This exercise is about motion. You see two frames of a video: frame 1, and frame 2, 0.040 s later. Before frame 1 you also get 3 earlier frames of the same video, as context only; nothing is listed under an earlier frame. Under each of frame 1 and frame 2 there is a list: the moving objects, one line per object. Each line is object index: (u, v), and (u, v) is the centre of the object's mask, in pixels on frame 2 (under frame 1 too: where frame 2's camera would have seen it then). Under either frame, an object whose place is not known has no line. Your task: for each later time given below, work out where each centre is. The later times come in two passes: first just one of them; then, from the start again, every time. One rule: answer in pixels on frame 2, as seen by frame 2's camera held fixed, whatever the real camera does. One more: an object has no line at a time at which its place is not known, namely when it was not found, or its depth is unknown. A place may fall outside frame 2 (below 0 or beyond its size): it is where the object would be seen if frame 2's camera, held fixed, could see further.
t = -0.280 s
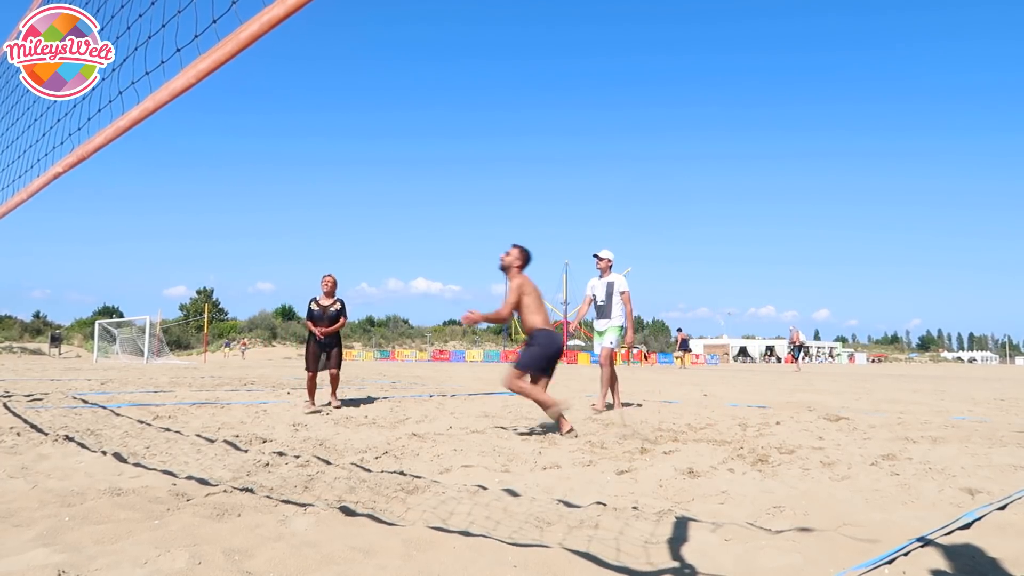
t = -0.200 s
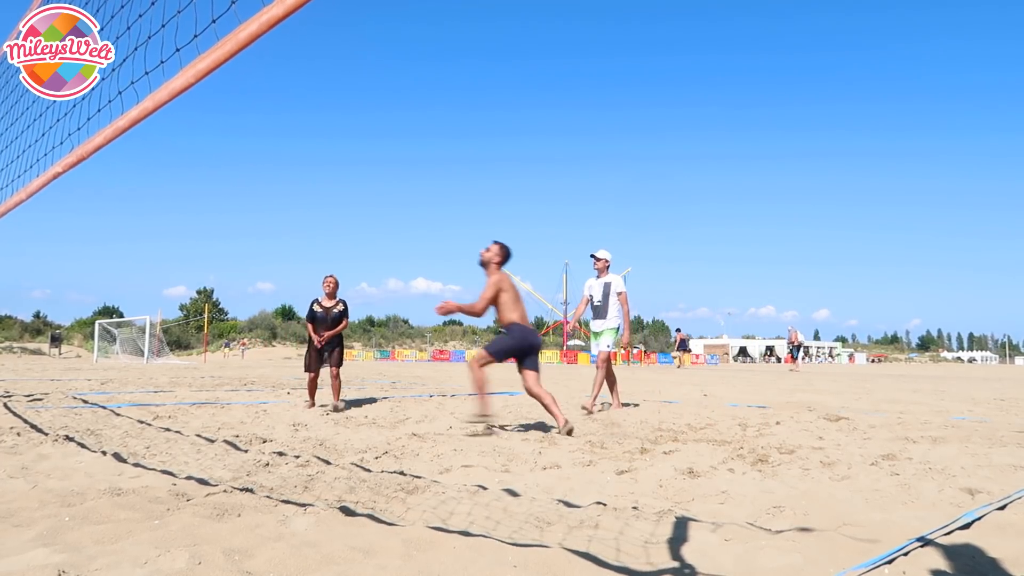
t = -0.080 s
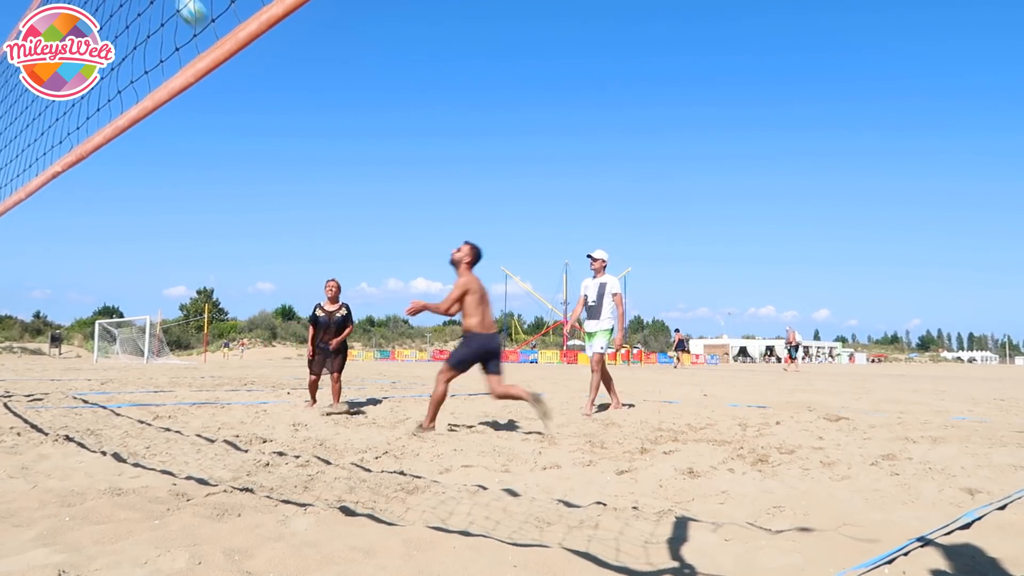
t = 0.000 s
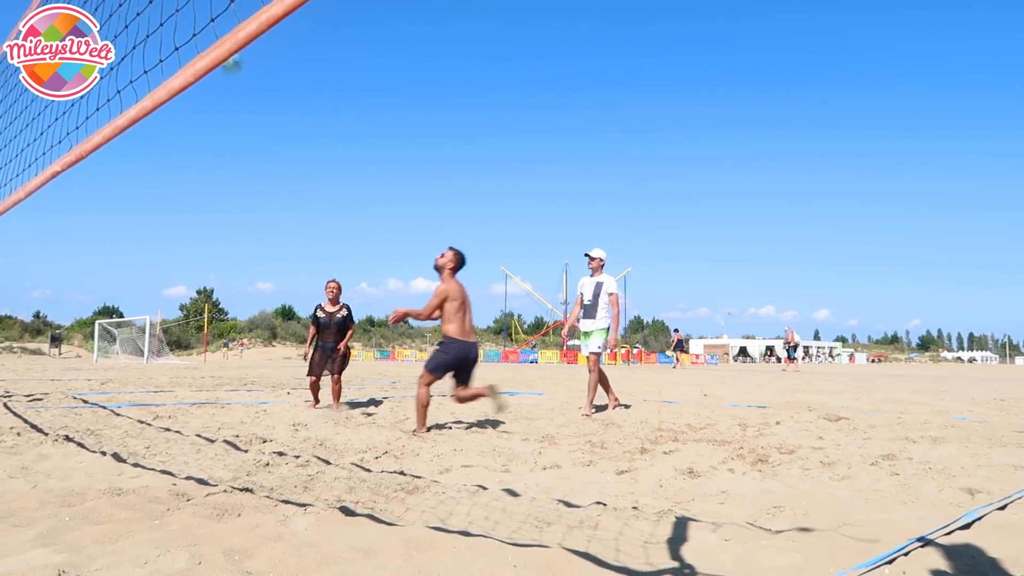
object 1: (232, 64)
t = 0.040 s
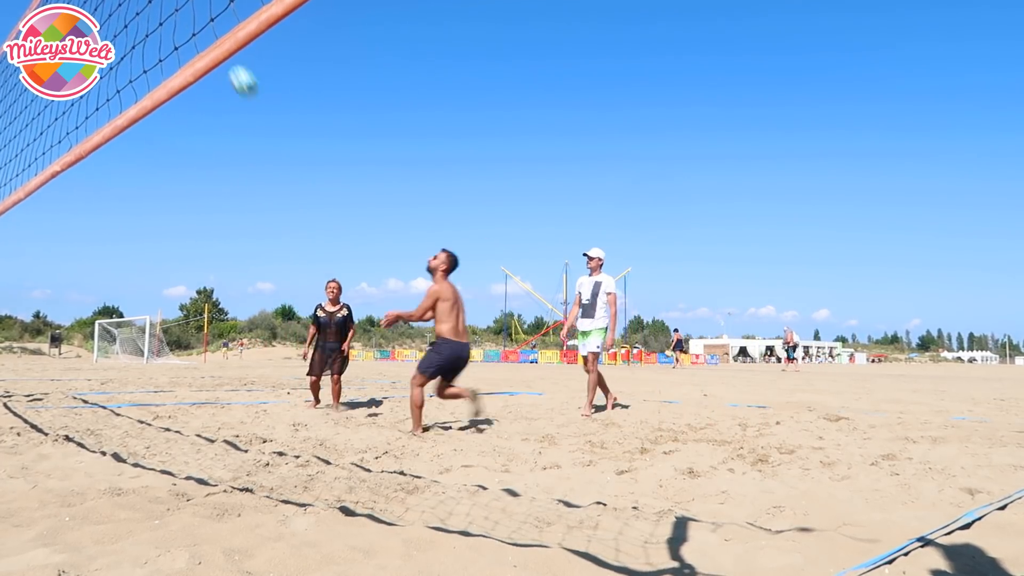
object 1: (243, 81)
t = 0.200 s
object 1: (303, 189)
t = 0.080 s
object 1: (259, 106)
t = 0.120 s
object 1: (274, 133)
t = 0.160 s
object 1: (288, 160)
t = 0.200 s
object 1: (303, 189)
